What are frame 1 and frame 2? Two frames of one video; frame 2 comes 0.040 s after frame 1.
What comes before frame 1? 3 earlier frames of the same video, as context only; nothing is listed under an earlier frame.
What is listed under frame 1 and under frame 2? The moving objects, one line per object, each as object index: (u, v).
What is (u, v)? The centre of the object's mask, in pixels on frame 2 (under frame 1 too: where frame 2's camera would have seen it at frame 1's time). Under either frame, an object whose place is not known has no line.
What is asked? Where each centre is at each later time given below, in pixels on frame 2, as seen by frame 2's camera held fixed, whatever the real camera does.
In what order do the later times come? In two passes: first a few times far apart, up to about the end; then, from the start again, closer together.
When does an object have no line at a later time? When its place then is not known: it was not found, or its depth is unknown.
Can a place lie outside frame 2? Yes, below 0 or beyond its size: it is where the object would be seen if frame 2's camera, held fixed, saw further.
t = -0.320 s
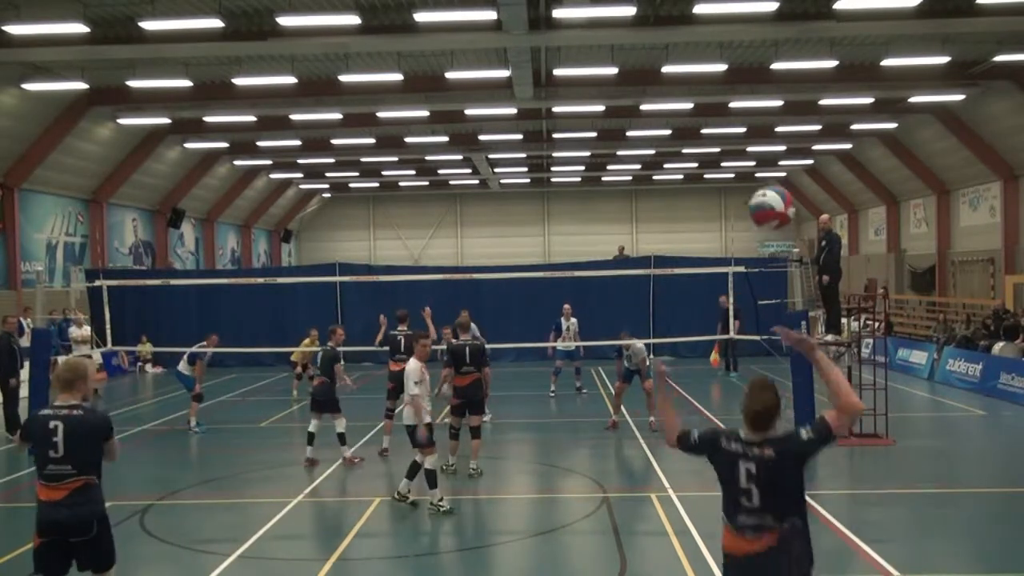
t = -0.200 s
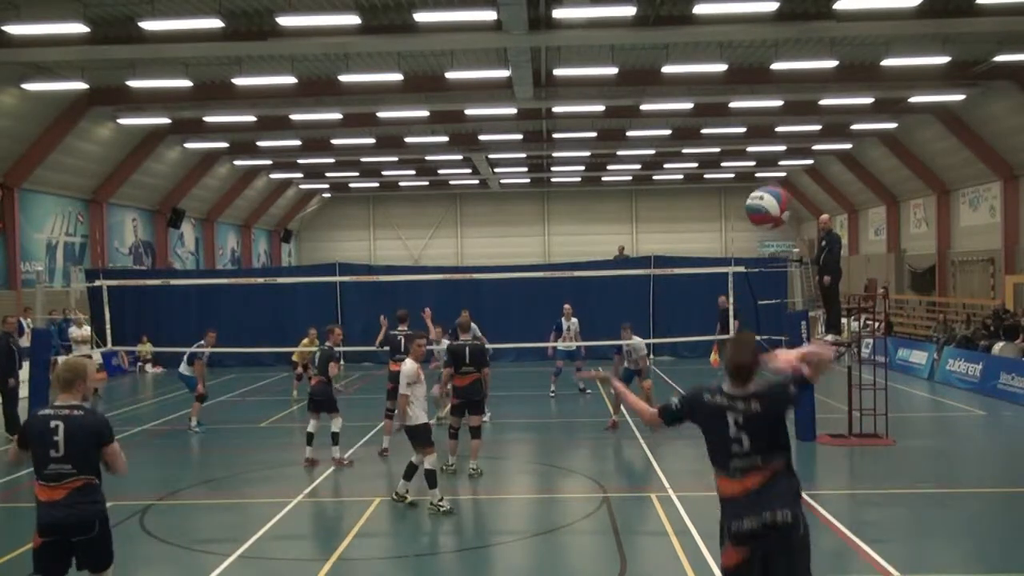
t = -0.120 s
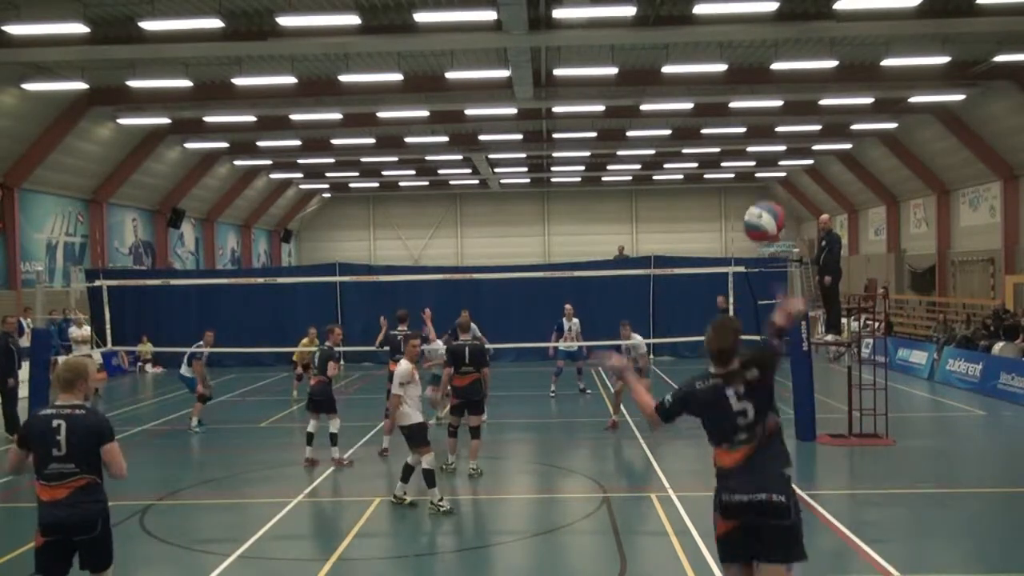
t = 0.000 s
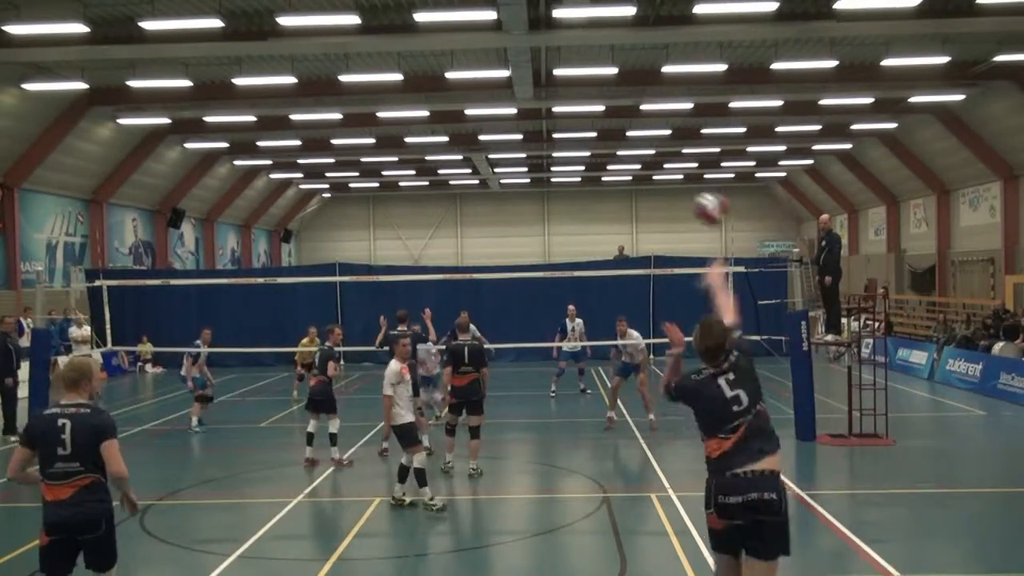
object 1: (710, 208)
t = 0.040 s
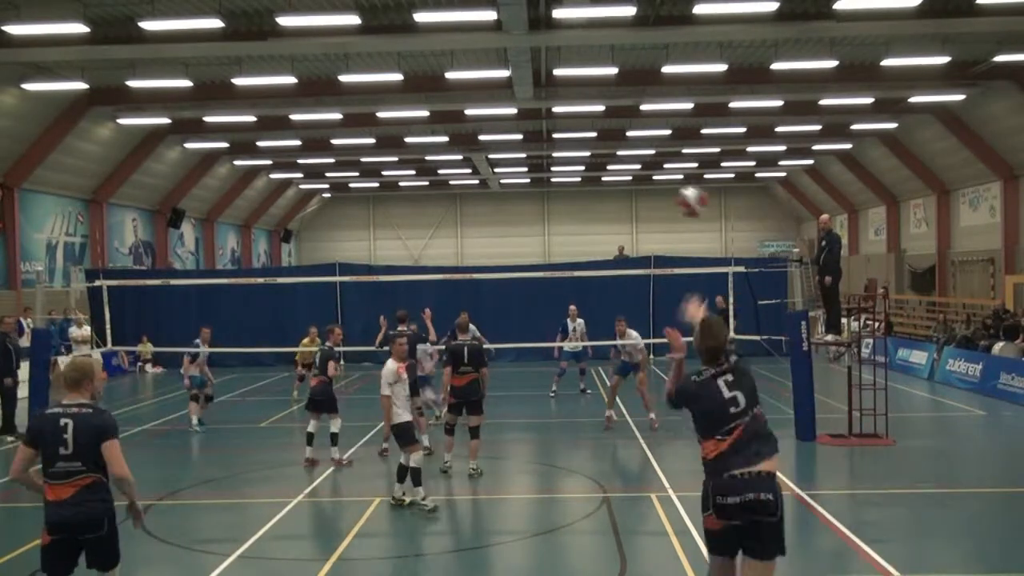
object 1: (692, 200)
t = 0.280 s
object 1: (632, 206)
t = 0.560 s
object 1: (602, 263)
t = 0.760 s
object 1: (594, 318)
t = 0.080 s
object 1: (677, 196)
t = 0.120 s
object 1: (665, 193)
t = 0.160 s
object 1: (655, 193)
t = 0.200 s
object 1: (646, 196)
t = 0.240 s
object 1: (638, 200)
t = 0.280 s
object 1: (632, 206)
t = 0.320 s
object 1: (626, 213)
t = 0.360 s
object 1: (620, 221)
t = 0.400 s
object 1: (615, 228)
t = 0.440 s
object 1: (611, 236)
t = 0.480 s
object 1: (607, 246)
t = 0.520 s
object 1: (605, 254)
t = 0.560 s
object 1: (602, 263)
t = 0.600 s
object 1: (599, 274)
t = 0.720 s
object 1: (596, 307)
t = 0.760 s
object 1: (594, 318)
